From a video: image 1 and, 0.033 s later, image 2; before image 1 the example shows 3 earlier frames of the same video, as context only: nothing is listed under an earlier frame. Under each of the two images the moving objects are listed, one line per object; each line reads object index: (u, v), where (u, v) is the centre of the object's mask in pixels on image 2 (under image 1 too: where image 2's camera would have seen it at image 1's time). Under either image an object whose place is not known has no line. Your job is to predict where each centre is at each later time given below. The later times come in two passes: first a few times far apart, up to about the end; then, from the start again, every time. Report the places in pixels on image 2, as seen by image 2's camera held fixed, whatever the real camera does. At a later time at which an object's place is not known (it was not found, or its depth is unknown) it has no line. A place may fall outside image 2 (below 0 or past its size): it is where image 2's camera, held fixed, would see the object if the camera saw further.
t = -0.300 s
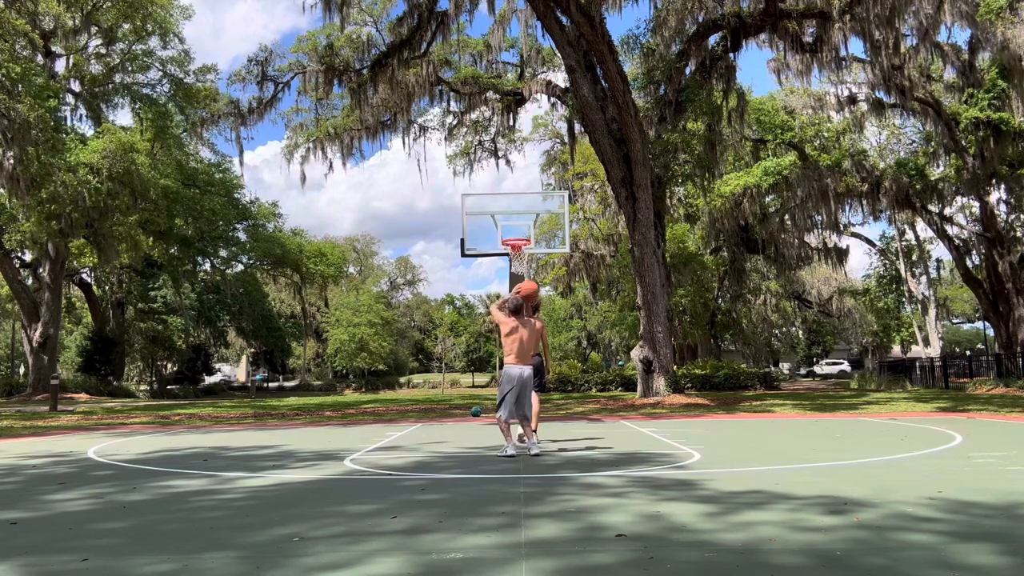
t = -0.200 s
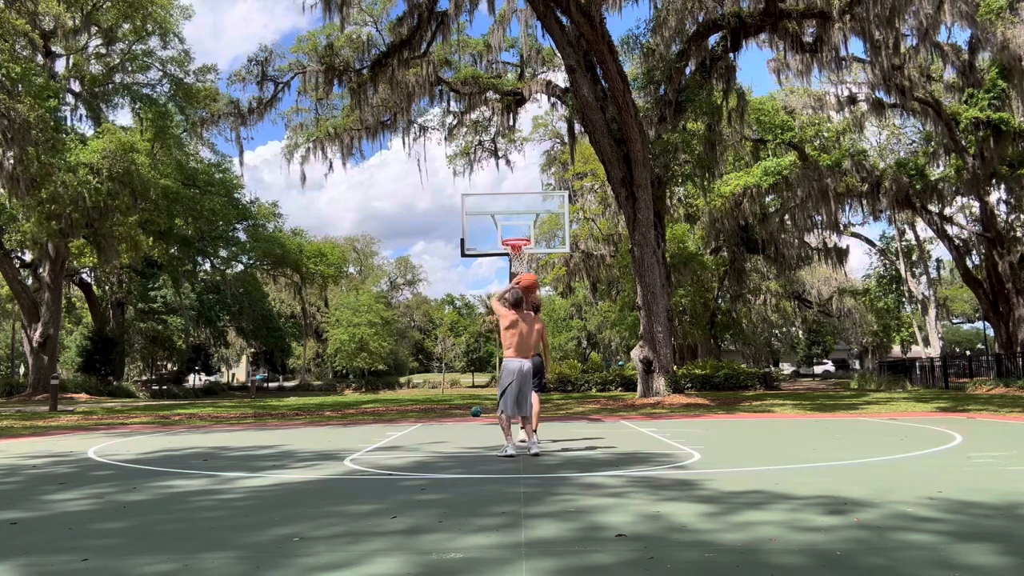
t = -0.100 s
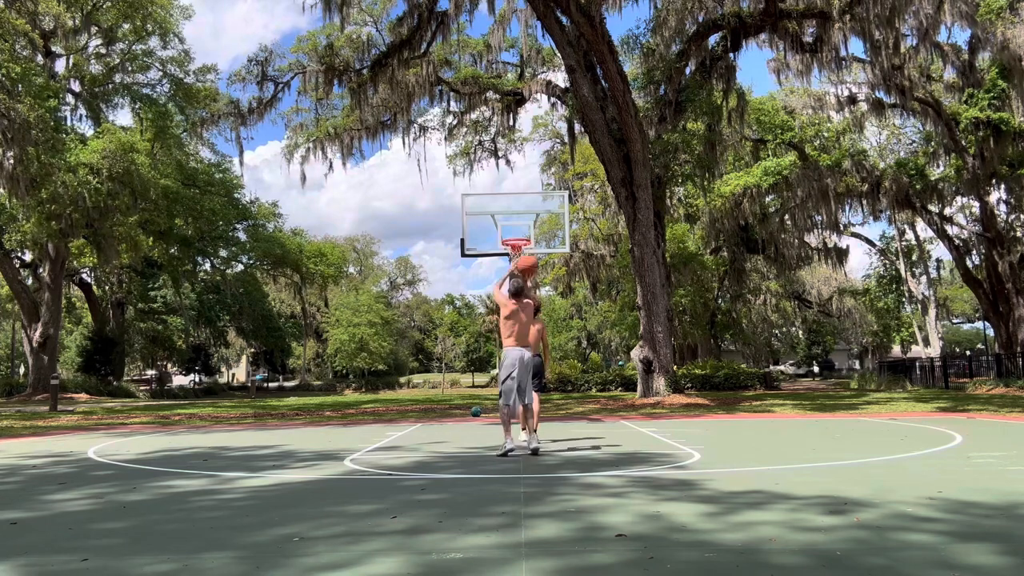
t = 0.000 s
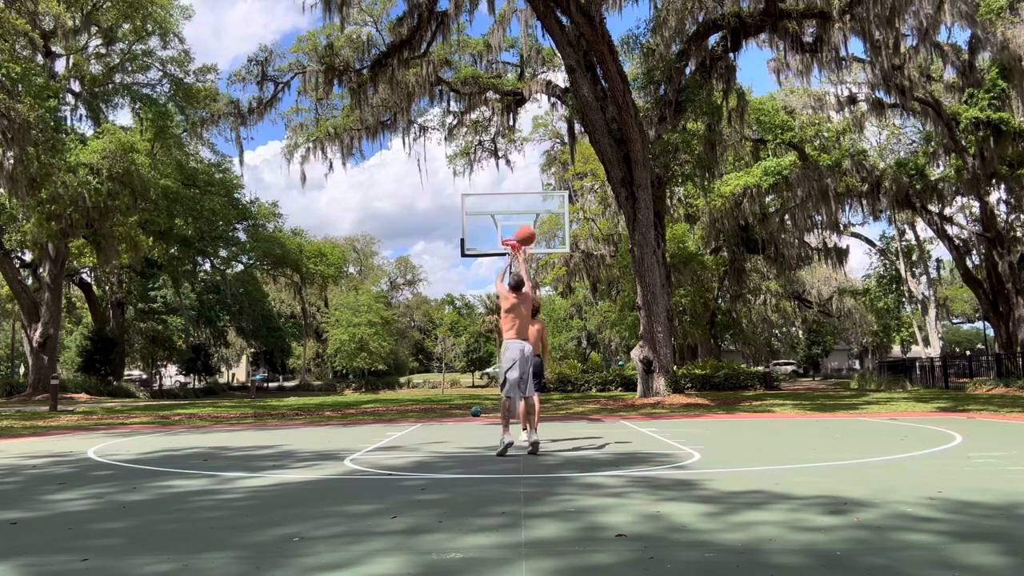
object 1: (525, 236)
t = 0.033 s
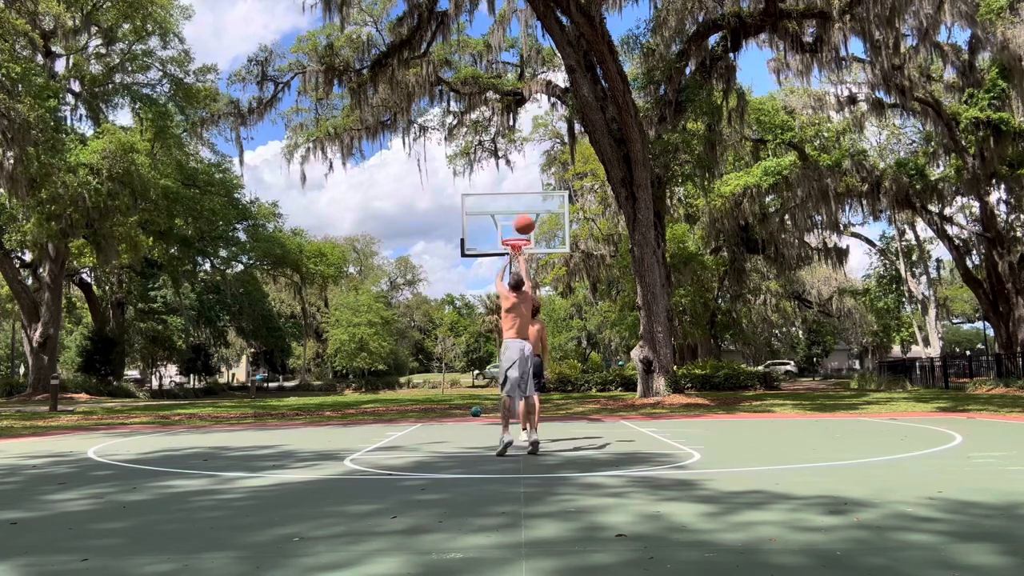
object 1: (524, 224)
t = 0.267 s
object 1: (520, 178)
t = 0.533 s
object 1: (519, 178)
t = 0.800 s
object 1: (519, 220)
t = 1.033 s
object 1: (527, 205)
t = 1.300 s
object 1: (542, 196)
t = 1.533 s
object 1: (558, 224)
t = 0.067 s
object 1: (523, 214)
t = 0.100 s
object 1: (522, 206)
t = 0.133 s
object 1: (522, 198)
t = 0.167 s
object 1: (521, 192)
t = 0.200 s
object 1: (521, 186)
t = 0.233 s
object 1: (521, 182)
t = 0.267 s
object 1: (520, 178)
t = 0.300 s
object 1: (520, 175)
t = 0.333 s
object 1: (520, 174)
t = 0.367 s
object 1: (519, 173)
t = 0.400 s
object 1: (519, 172)
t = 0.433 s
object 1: (519, 173)
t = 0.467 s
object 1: (519, 174)
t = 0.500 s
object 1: (519, 176)
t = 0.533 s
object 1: (519, 178)
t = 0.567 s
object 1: (519, 181)
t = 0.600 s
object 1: (519, 185)
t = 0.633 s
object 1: (519, 189)
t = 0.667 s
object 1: (519, 194)
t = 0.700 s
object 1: (519, 200)
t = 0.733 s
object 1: (519, 207)
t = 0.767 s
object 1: (519, 213)
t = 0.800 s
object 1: (519, 220)
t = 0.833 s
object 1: (519, 228)
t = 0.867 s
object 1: (519, 232)
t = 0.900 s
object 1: (521, 226)
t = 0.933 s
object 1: (522, 220)
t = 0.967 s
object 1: (524, 214)
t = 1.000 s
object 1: (526, 209)
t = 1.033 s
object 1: (527, 205)
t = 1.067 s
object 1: (529, 201)
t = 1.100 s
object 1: (531, 199)
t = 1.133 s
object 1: (533, 196)
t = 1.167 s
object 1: (535, 195)
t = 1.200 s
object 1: (536, 194)
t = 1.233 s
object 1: (538, 194)
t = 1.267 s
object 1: (540, 194)
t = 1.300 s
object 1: (542, 196)
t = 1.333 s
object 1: (544, 197)
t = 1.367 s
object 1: (546, 199)
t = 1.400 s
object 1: (549, 203)
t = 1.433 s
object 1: (551, 207)
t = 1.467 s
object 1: (553, 212)
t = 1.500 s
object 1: (555, 217)
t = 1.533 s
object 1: (558, 224)
